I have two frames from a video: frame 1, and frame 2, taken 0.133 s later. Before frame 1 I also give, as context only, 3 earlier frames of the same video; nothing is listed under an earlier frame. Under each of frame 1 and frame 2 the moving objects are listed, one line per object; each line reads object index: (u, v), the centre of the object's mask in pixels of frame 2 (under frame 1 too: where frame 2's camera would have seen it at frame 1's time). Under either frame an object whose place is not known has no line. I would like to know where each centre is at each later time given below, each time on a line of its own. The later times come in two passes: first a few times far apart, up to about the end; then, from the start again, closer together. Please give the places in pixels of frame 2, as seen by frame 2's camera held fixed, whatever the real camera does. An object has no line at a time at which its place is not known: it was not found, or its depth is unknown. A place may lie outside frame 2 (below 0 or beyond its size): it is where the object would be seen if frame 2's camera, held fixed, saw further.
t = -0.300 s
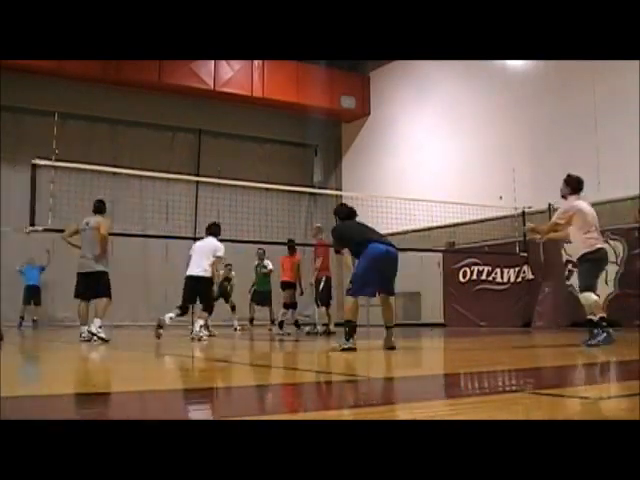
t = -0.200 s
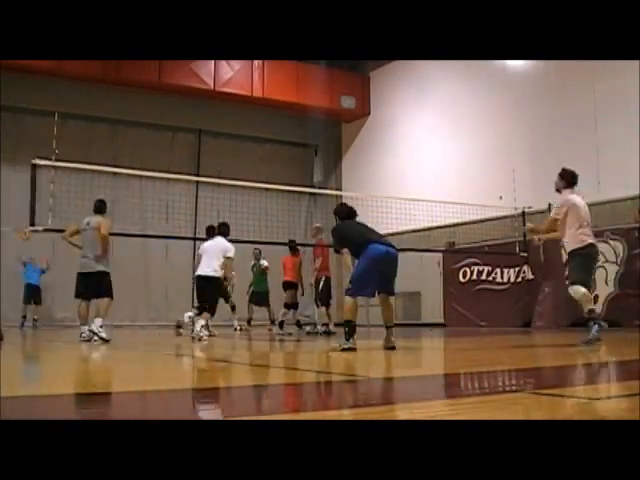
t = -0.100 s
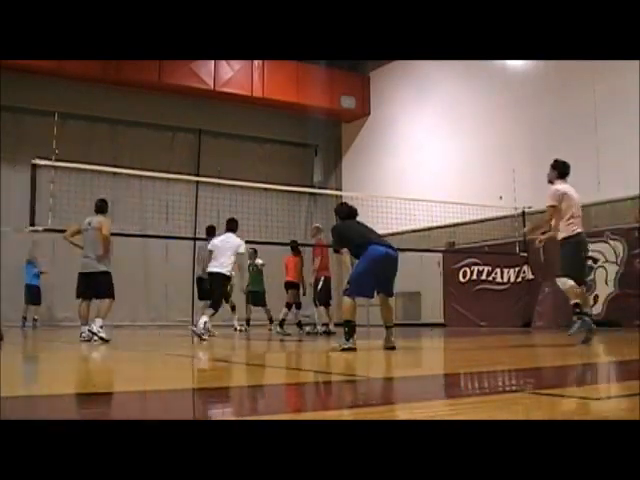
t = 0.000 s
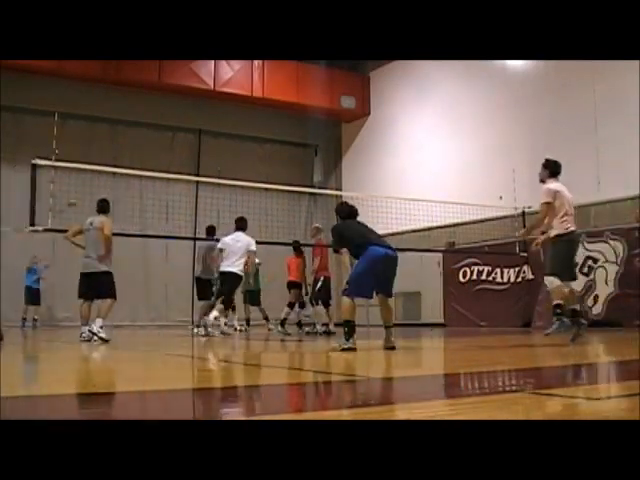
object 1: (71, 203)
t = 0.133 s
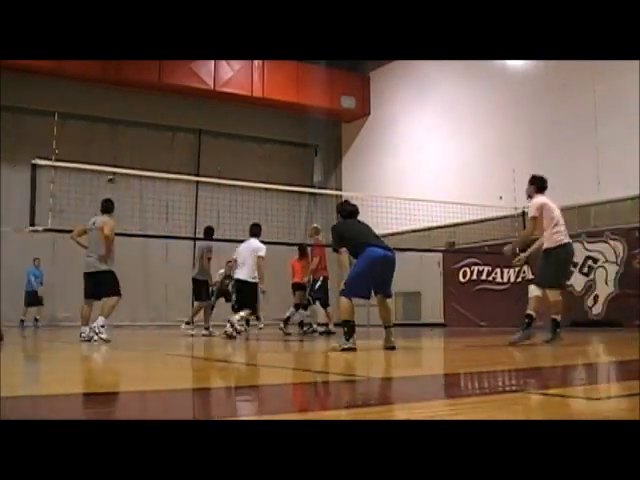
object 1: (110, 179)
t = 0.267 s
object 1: (155, 159)
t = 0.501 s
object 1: (247, 150)
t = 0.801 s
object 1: (405, 178)
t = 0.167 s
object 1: (119, 175)
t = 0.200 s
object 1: (132, 166)
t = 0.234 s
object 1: (144, 163)
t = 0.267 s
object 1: (155, 159)
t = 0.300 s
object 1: (169, 157)
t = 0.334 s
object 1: (178, 154)
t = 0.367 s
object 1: (189, 151)
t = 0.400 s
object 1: (203, 151)
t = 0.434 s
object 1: (218, 150)
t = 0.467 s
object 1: (232, 150)
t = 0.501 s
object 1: (247, 150)
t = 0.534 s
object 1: (262, 150)
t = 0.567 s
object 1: (278, 150)
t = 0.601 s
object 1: (294, 151)
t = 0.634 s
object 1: (312, 153)
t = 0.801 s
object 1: (405, 178)
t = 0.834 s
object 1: (425, 185)
